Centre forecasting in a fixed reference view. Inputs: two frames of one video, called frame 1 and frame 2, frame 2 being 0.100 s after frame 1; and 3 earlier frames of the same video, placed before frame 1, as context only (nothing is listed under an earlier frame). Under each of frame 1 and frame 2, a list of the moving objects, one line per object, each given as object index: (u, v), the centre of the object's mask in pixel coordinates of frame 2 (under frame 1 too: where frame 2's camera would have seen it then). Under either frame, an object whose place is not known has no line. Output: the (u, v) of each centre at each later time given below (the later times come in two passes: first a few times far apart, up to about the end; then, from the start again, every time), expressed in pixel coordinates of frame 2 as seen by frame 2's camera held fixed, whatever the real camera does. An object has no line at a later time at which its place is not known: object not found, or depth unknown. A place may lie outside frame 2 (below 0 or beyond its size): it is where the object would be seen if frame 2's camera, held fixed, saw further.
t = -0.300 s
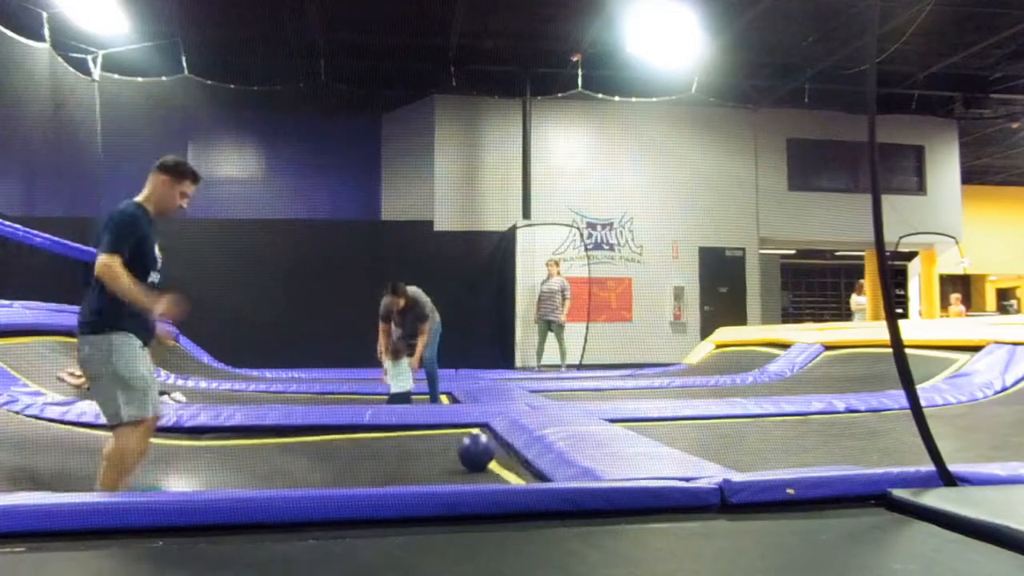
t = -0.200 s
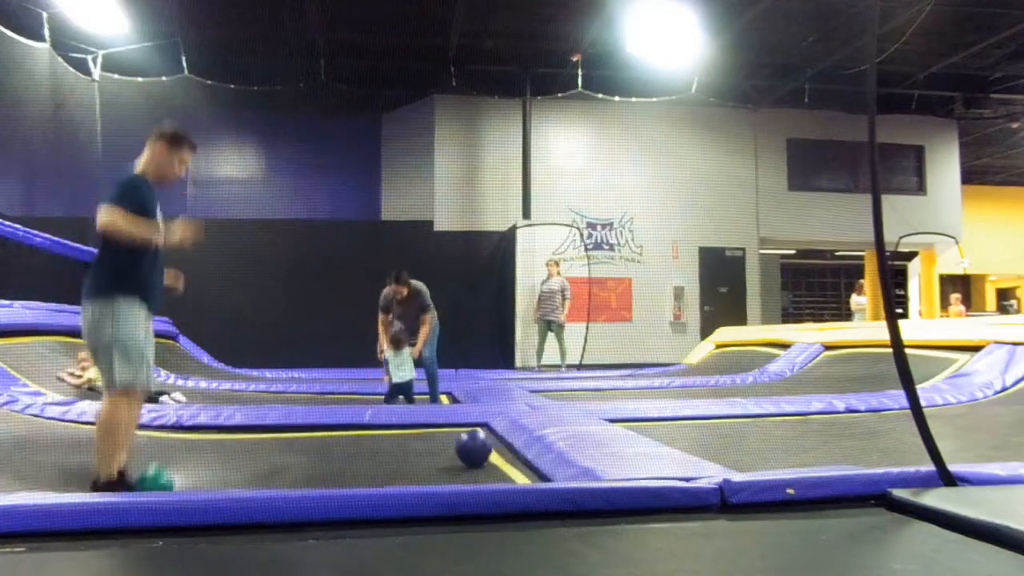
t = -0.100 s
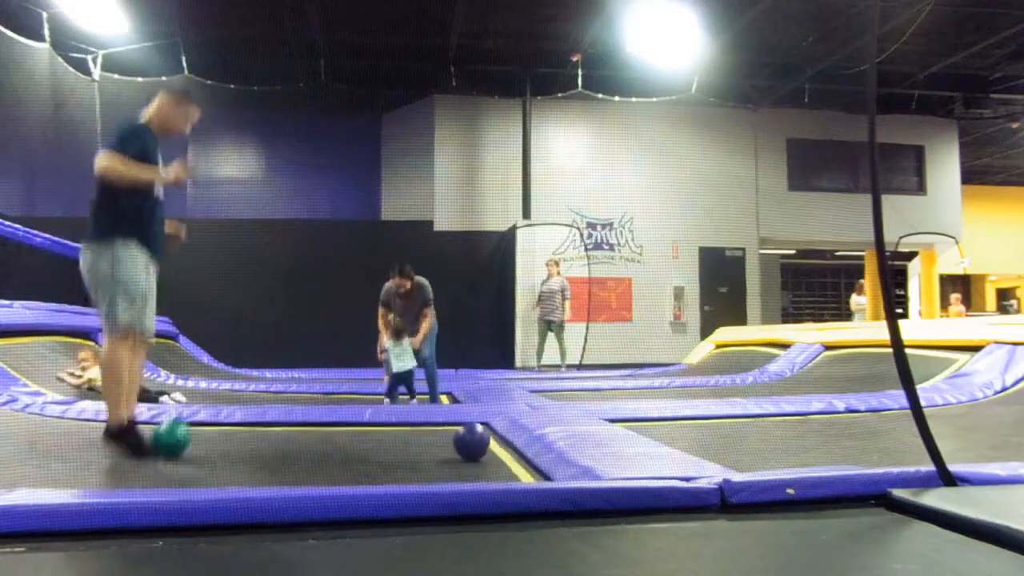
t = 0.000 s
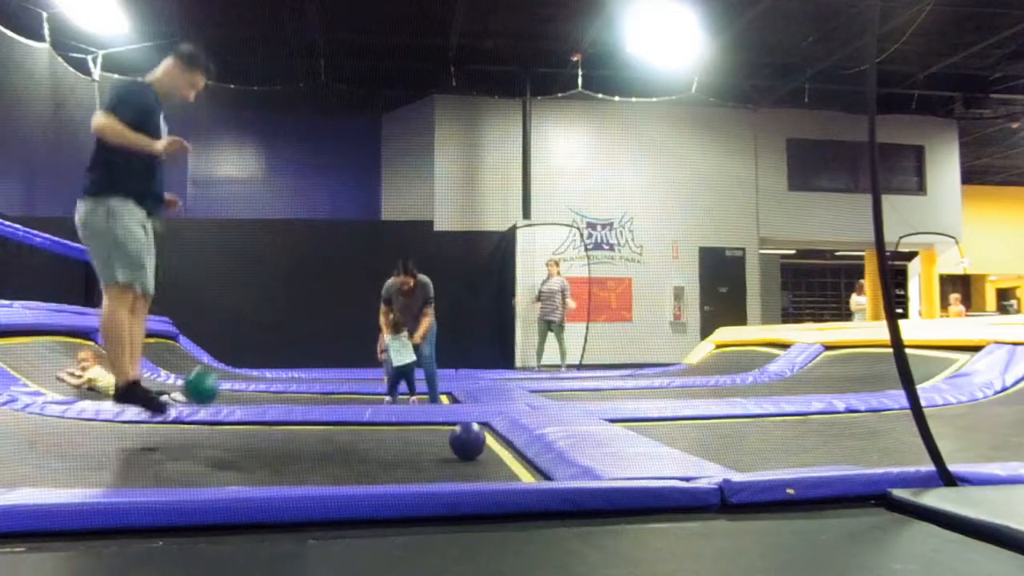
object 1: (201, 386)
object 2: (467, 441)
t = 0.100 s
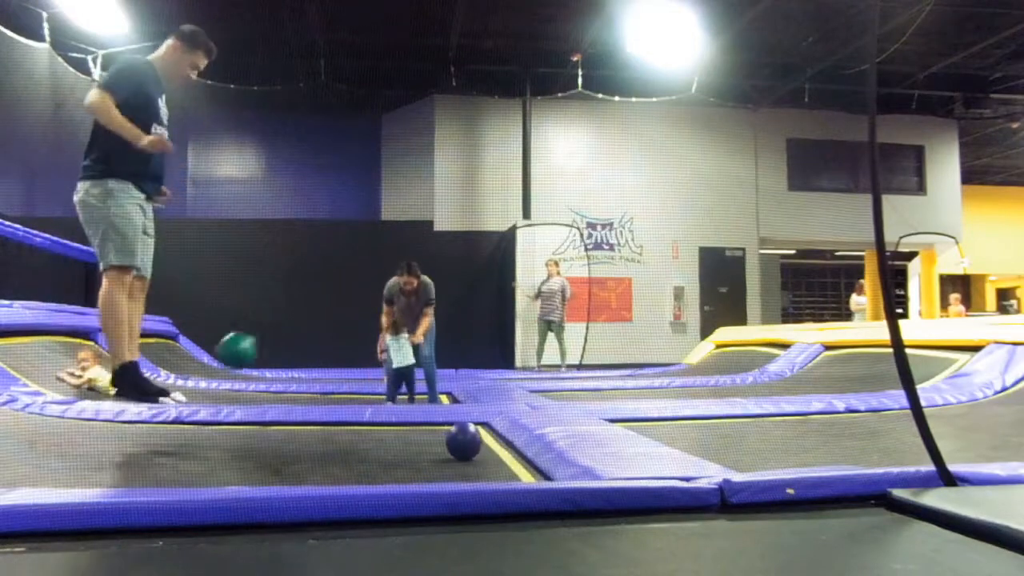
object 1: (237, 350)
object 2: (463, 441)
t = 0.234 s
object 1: (280, 336)
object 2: (460, 442)
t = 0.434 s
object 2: (453, 446)
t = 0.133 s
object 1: (248, 342)
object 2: (462, 441)
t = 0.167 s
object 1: (258, 339)
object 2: (461, 441)
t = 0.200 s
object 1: (270, 335)
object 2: (461, 441)
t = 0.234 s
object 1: (280, 336)
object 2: (460, 442)
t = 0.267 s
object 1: (291, 337)
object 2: (459, 442)
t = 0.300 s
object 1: (302, 341)
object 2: (458, 442)
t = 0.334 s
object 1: (312, 345)
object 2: (457, 442)
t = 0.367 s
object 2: (456, 442)
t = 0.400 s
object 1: (332, 367)
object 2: (454, 443)
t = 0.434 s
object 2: (453, 446)
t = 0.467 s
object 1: (354, 397)
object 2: (451, 449)
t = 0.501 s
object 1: (362, 414)
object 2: (449, 453)
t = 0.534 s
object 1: (372, 435)
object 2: (447, 456)
